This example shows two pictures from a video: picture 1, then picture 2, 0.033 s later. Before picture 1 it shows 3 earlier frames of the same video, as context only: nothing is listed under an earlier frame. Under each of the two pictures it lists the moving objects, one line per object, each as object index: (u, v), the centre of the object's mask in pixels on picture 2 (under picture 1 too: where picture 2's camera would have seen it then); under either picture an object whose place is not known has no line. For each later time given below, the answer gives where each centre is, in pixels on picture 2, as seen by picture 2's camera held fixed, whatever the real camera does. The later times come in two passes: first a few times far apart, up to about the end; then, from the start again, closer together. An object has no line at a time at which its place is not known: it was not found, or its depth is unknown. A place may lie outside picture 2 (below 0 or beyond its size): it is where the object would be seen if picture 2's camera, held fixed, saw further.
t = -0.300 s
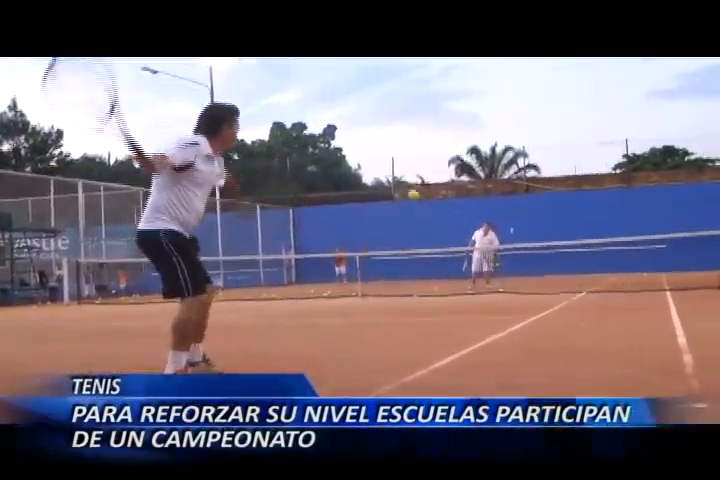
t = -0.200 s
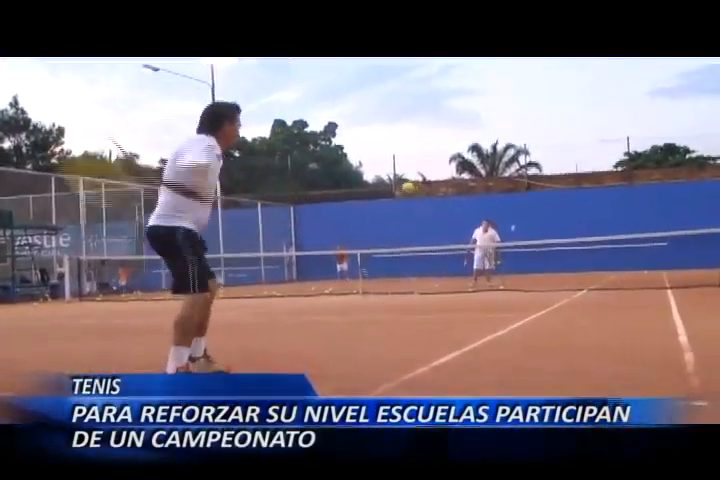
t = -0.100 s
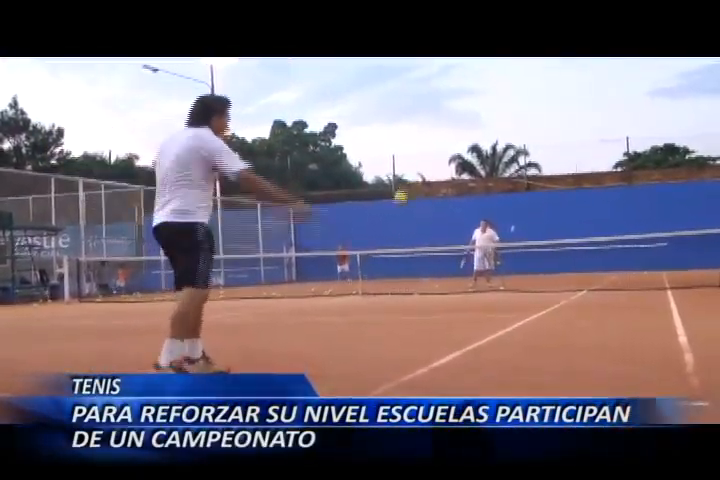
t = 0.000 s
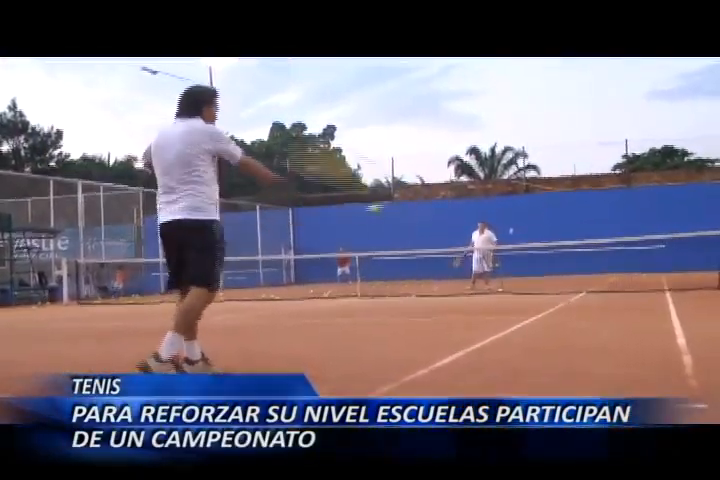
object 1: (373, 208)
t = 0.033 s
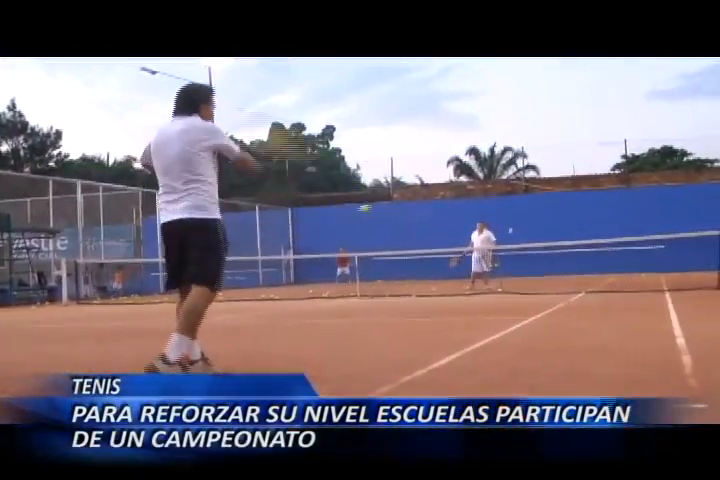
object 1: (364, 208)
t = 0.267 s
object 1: (341, 227)
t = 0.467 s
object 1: (336, 251)
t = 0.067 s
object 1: (358, 208)
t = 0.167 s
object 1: (346, 216)
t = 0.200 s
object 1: (344, 219)
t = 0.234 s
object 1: (343, 223)
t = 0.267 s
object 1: (341, 227)
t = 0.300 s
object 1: (340, 231)
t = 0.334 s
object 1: (339, 235)
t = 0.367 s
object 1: (338, 239)
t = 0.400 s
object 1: (338, 244)
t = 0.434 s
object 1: (337, 249)
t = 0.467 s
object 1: (336, 251)
